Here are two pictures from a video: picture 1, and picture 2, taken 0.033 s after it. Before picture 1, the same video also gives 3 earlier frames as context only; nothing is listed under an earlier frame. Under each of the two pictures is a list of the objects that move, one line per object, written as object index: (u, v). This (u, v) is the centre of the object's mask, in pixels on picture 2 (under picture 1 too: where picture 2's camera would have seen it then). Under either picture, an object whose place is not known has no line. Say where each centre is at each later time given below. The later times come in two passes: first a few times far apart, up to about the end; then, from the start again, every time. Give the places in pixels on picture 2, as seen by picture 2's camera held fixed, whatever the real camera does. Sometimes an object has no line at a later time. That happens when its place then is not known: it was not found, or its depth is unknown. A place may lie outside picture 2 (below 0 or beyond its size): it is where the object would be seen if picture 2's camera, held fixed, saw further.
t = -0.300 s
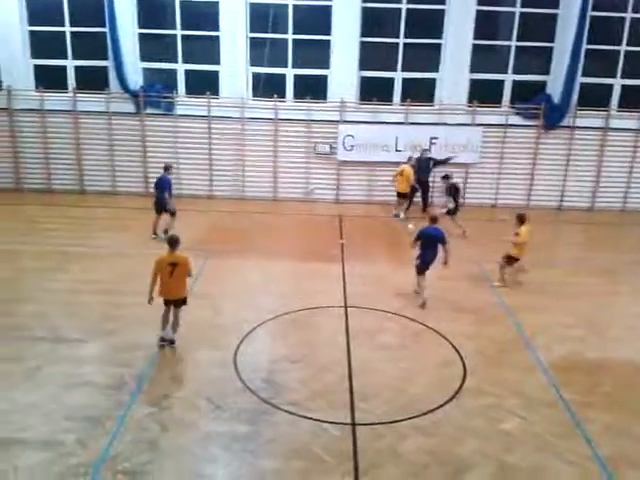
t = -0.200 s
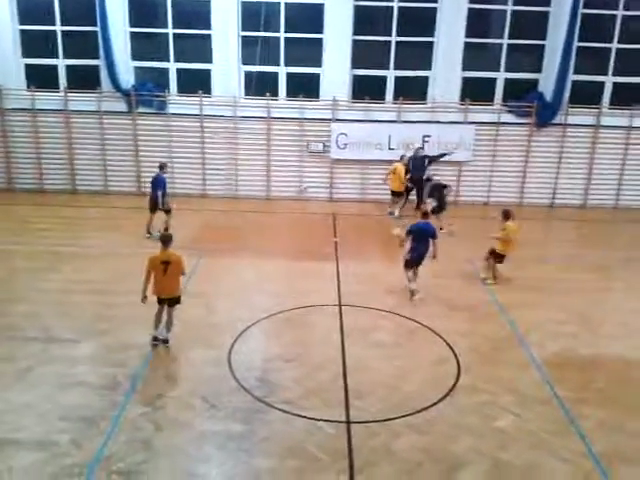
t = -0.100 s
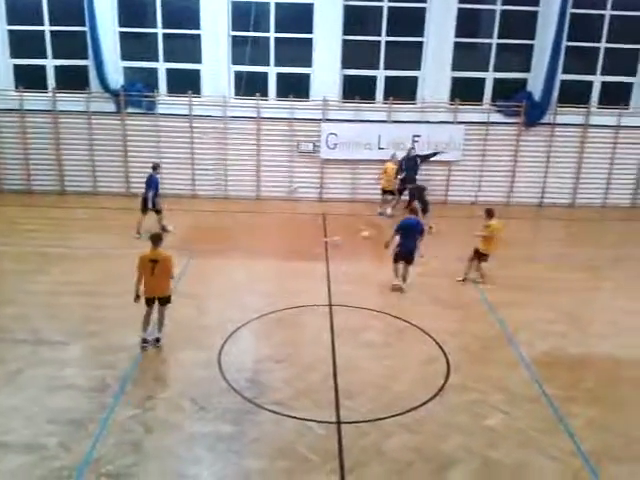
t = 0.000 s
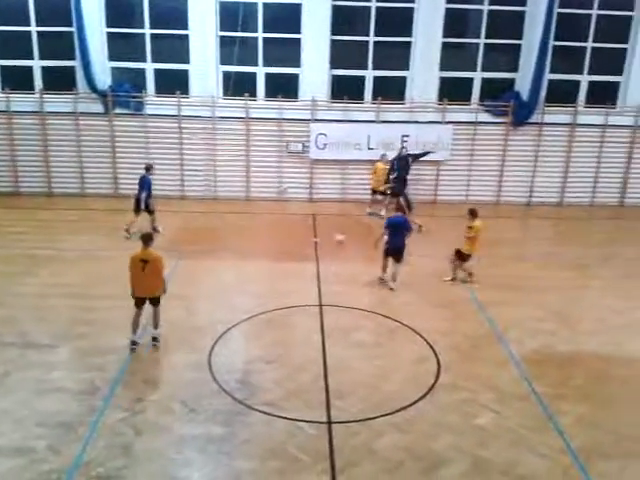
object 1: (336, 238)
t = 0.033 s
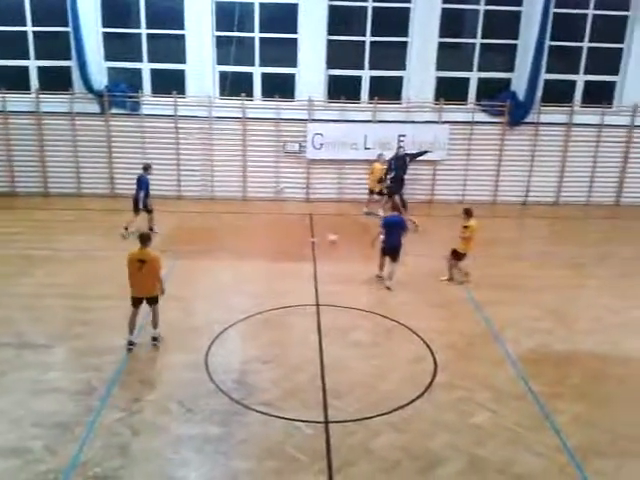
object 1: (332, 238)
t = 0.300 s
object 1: (300, 246)
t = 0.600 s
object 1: (266, 255)
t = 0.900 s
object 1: (231, 266)
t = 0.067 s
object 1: (322, 240)
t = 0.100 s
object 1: (320, 240)
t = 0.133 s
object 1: (317, 242)
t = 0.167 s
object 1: (315, 243)
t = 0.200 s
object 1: (312, 244)
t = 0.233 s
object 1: (309, 244)
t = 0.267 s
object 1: (305, 245)
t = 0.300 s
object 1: (300, 246)
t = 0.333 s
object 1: (296, 248)
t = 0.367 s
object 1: (292, 249)
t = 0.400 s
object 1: (290, 249)
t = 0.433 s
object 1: (286, 250)
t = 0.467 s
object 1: (281, 251)
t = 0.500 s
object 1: (277, 252)
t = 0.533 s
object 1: (273, 254)
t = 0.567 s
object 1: (270, 255)
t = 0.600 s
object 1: (266, 255)
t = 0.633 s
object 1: (263, 257)
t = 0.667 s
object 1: (259, 257)
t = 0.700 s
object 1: (253, 258)
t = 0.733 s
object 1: (250, 260)
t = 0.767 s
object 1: (248, 261)
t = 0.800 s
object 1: (242, 262)
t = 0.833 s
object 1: (238, 264)
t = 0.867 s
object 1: (234, 265)
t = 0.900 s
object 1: (231, 266)
